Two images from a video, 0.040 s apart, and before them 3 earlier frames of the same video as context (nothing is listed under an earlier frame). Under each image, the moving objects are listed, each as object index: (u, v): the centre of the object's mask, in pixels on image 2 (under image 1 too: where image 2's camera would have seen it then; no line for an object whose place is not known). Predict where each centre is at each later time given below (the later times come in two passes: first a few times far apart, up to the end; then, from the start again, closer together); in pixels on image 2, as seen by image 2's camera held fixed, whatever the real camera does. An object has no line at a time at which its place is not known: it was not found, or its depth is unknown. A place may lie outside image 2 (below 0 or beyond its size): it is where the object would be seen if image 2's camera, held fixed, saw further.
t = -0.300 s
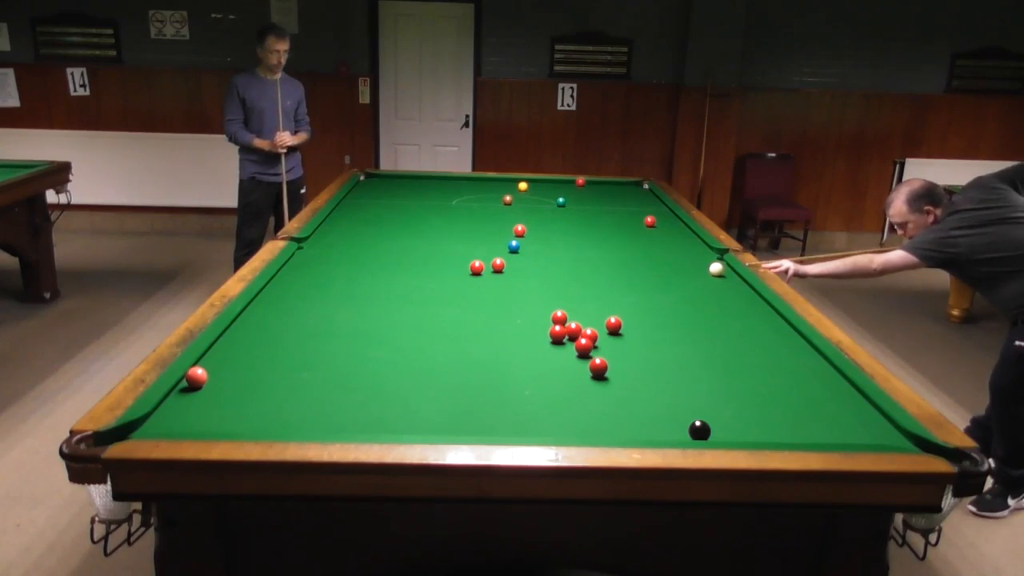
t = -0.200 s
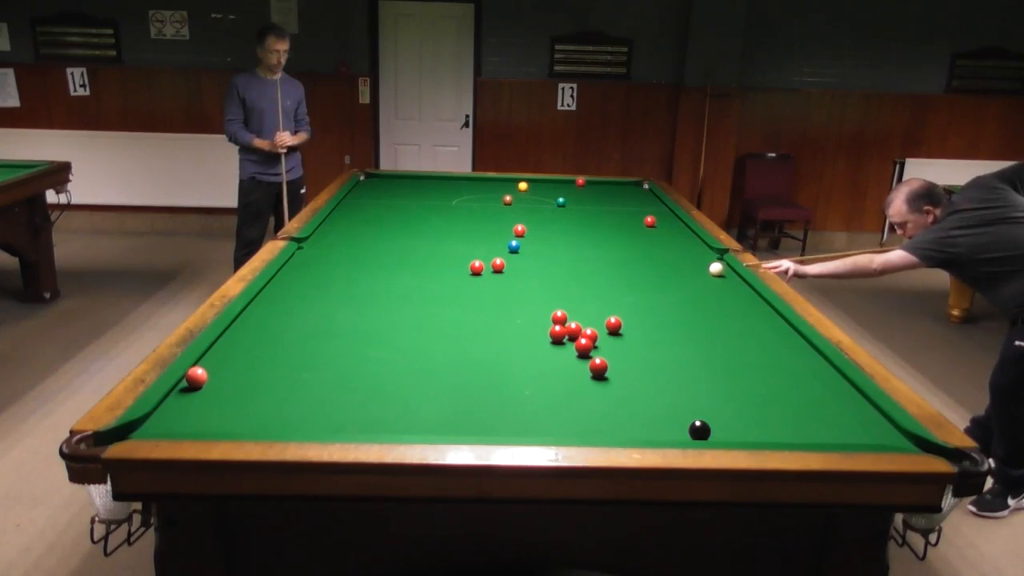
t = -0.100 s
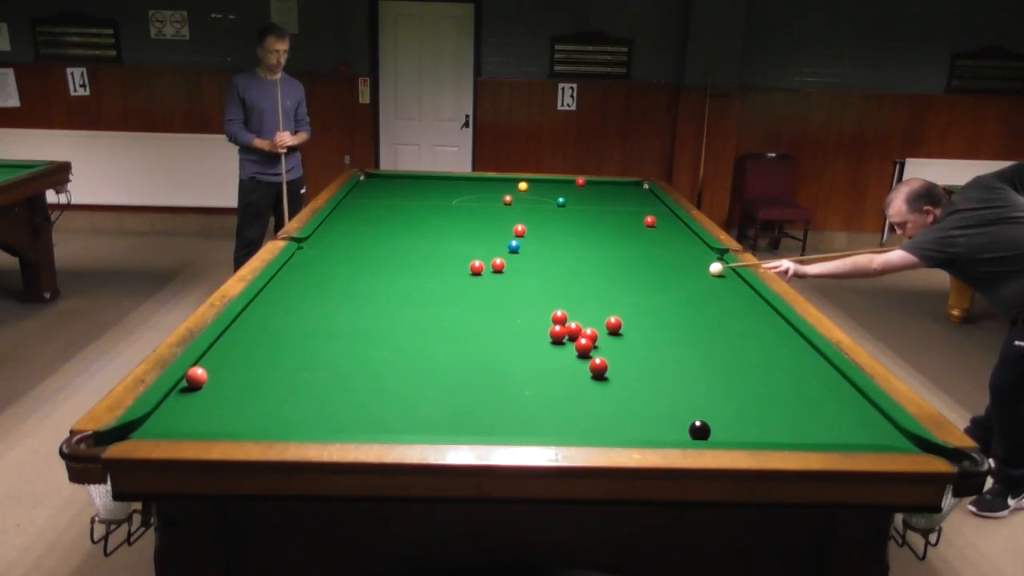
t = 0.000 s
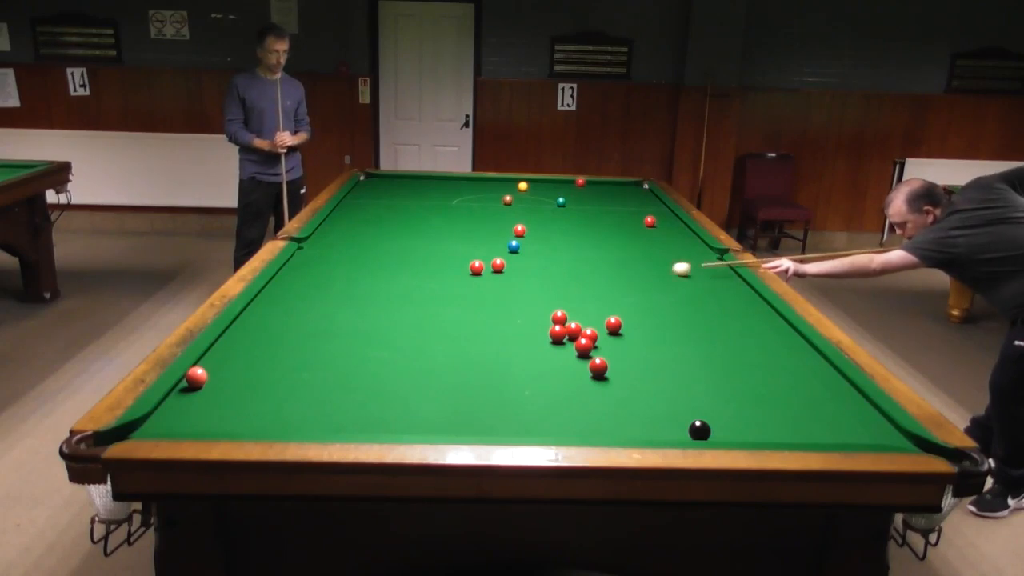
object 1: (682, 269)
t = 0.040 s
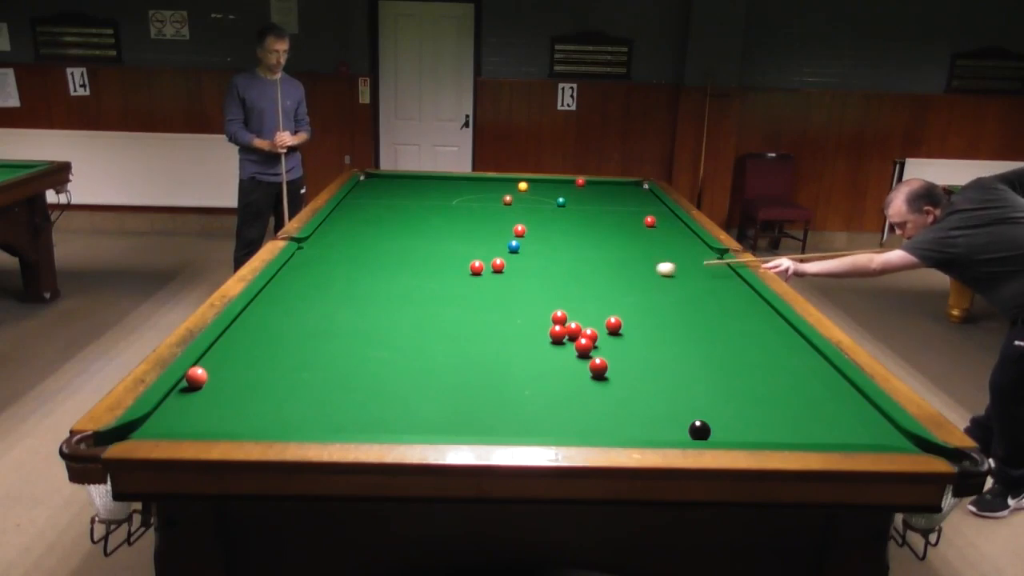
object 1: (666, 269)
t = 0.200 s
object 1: (602, 269)
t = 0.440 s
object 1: (505, 269)
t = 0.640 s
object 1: (463, 276)
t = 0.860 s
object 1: (418, 285)
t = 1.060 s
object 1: (376, 293)
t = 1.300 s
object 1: (321, 305)
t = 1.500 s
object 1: (273, 315)
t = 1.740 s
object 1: (251, 327)
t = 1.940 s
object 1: (268, 337)
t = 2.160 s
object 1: (289, 347)
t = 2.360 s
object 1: (308, 357)
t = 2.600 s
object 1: (332, 369)
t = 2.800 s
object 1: (352, 379)
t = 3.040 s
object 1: (377, 392)
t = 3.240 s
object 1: (398, 402)
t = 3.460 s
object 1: (421, 414)
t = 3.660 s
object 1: (442, 424)
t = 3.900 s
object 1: (466, 428)
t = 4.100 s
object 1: (481, 425)
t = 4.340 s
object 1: (497, 421)
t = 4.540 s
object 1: (508, 417)
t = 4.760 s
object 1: (517, 411)
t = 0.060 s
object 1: (657, 269)
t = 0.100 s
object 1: (642, 269)
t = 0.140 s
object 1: (626, 269)
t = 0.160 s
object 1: (618, 269)
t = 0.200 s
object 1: (602, 269)
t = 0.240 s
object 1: (585, 269)
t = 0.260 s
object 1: (577, 269)
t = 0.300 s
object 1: (561, 269)
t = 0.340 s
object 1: (545, 269)
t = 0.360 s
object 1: (537, 269)
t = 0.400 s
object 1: (521, 269)
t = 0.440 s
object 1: (505, 269)
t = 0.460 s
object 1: (497, 269)
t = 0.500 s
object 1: (485, 270)
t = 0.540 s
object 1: (480, 272)
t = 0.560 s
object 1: (477, 273)
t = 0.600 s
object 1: (470, 274)
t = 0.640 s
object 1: (463, 276)
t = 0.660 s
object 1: (459, 277)
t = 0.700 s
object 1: (451, 278)
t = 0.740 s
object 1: (443, 280)
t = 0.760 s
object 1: (439, 281)
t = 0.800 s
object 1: (431, 283)
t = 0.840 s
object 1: (423, 284)
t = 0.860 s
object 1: (418, 285)
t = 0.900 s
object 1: (410, 287)
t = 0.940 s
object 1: (402, 289)
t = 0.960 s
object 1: (397, 290)
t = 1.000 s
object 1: (389, 291)
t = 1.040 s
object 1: (380, 293)
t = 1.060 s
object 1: (376, 293)
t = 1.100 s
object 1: (367, 295)
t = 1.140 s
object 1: (358, 297)
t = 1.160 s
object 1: (354, 298)
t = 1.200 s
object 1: (344, 300)
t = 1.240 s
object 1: (335, 302)
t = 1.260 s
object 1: (331, 303)
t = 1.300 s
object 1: (321, 305)
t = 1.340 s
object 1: (312, 307)
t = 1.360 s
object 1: (307, 308)
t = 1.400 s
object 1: (297, 310)
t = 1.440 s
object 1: (287, 312)
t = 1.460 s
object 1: (282, 313)
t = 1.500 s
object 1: (273, 315)
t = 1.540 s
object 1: (262, 317)
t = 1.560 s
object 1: (257, 318)
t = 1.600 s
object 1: (247, 320)
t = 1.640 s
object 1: (239, 323)
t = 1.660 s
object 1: (242, 323)
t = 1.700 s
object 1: (247, 325)
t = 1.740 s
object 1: (251, 327)
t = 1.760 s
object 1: (252, 328)
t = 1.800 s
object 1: (256, 330)
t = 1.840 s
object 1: (259, 332)
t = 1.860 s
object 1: (261, 333)
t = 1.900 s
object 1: (265, 335)
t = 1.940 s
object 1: (268, 337)
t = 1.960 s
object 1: (270, 338)
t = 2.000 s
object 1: (274, 339)
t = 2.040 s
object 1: (278, 341)
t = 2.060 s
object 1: (279, 342)
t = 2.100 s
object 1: (283, 344)
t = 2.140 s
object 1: (287, 346)
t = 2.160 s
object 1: (289, 347)
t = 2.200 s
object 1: (293, 349)
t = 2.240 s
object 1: (297, 351)
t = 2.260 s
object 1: (298, 352)
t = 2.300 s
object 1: (302, 355)
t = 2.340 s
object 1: (306, 356)
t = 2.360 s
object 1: (308, 357)
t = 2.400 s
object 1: (312, 359)
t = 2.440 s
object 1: (316, 362)
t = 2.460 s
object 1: (318, 363)
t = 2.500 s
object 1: (322, 364)
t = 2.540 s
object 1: (326, 366)
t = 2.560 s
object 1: (328, 367)
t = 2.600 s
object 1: (332, 369)
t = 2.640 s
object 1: (336, 371)
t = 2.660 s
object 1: (338, 372)
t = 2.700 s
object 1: (342, 374)
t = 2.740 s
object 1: (346, 377)
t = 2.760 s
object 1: (348, 377)
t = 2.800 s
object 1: (352, 379)
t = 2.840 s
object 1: (356, 381)
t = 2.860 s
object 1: (359, 382)
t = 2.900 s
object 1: (362, 385)
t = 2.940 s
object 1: (367, 386)
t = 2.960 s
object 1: (369, 387)
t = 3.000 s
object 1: (373, 390)
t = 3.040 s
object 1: (377, 392)
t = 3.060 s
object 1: (379, 393)
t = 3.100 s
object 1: (383, 395)
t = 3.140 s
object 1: (387, 396)
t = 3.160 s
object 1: (389, 398)
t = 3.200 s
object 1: (394, 400)
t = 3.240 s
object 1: (398, 402)
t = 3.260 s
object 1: (400, 403)
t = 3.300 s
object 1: (404, 406)
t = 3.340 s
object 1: (408, 407)
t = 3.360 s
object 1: (410, 409)
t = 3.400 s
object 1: (414, 411)
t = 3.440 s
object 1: (419, 413)
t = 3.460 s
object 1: (421, 414)
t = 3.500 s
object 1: (425, 416)
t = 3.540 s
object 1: (429, 418)
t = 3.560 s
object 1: (431, 419)
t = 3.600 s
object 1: (435, 421)
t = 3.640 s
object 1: (439, 423)
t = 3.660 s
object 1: (442, 424)
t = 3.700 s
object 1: (446, 425)
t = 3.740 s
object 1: (450, 426)
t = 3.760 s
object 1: (452, 427)
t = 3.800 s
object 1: (457, 428)
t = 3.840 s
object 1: (460, 429)
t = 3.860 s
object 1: (462, 429)
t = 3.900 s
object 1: (466, 428)
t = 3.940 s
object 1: (469, 427)
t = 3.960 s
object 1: (470, 427)
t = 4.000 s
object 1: (473, 427)
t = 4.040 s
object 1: (476, 426)
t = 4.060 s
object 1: (478, 426)
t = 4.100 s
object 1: (481, 425)
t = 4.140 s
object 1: (484, 425)
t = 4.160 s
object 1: (485, 424)
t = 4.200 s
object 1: (488, 424)
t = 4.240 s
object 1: (490, 423)
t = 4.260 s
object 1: (492, 423)
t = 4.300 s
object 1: (494, 422)
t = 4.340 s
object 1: (497, 421)
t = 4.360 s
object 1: (498, 421)
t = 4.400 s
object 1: (500, 420)
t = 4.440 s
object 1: (503, 419)
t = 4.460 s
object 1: (504, 418)
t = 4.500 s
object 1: (506, 418)
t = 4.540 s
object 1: (508, 417)
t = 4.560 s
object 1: (509, 416)
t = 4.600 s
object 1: (511, 415)
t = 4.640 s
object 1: (514, 414)
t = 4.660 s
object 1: (515, 414)
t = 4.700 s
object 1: (517, 413)
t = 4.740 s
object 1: (519, 412)
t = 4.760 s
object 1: (517, 411)
